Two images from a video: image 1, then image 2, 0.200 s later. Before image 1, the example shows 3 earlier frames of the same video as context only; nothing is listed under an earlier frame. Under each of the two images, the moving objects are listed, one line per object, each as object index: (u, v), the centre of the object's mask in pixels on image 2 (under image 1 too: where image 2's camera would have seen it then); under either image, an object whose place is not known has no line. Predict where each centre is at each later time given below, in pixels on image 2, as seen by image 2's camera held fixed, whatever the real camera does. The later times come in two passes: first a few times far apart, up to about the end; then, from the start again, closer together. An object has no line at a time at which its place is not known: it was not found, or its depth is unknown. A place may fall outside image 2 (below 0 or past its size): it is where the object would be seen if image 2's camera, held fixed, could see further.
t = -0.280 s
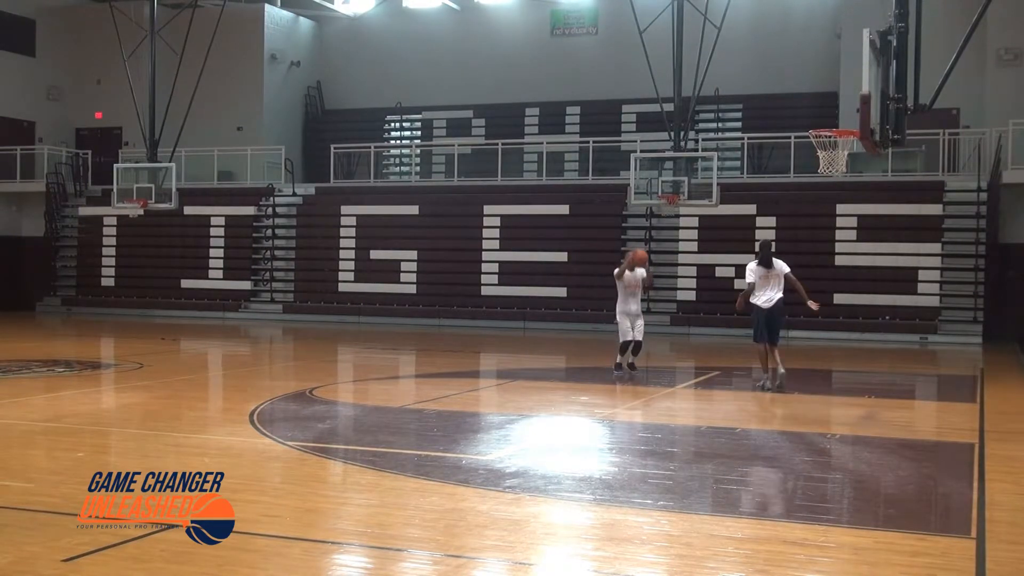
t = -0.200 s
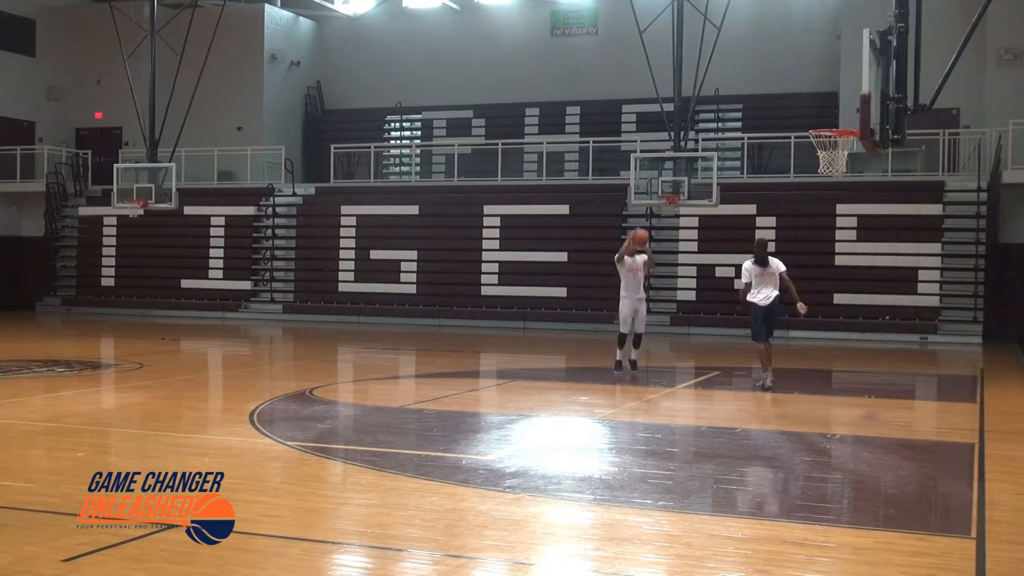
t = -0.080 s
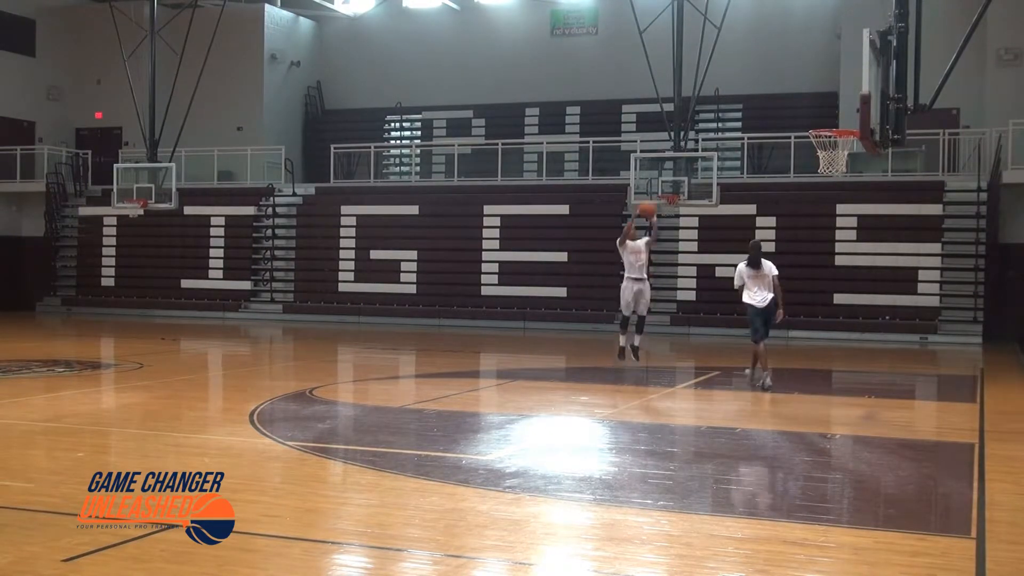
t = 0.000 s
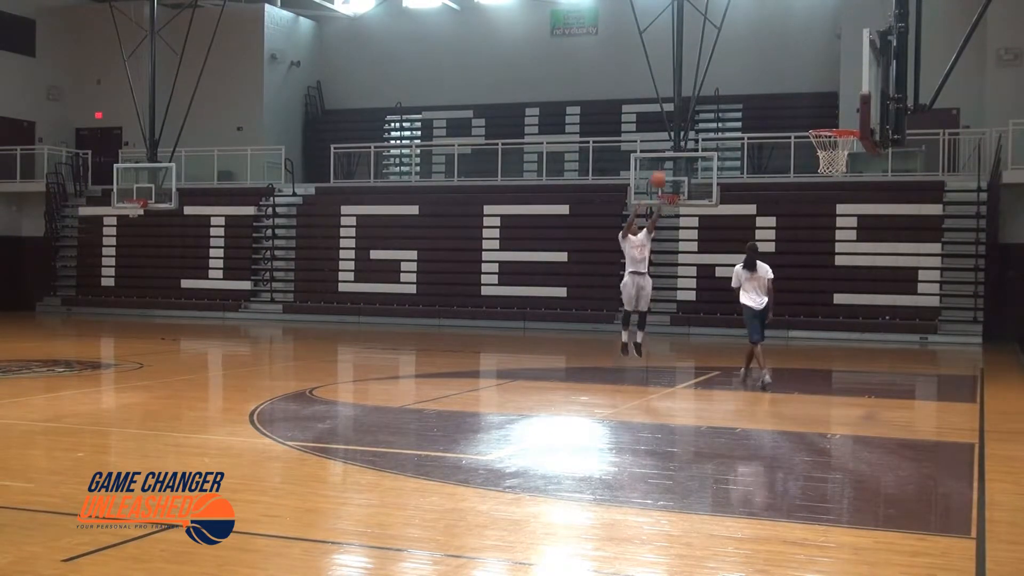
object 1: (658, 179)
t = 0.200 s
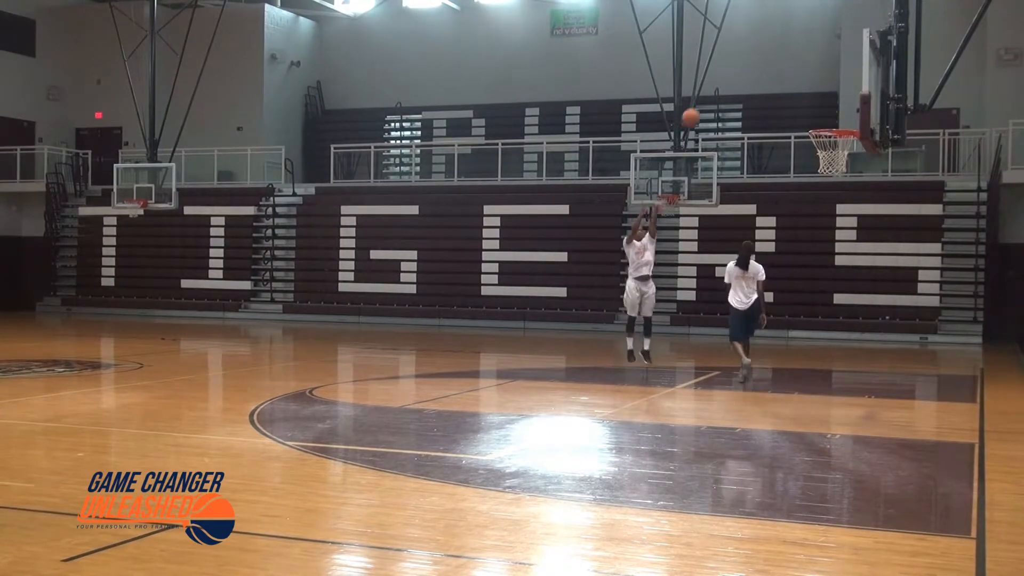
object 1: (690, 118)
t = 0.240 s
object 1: (698, 108)
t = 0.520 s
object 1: (748, 68)
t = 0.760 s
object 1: (796, 82)
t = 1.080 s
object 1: (821, 176)
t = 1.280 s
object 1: (794, 256)
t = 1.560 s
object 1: (760, 378)
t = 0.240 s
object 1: (698, 108)
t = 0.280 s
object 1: (705, 99)
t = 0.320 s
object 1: (711, 91)
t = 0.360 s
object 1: (719, 84)
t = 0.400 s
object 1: (726, 78)
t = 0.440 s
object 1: (734, 74)
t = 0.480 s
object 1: (741, 70)
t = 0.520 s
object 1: (748, 68)
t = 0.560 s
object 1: (756, 67)
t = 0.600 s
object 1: (764, 67)
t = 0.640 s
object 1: (772, 69)
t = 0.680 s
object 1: (780, 72)
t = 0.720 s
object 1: (788, 76)
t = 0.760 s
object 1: (796, 82)
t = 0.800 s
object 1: (805, 89)
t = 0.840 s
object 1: (814, 97)
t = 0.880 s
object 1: (823, 108)
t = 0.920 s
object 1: (832, 119)
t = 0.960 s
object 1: (842, 132)
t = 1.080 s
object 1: (821, 176)
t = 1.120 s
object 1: (815, 190)
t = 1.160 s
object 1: (810, 204)
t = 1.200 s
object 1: (805, 221)
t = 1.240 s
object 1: (800, 238)
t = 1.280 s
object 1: (794, 256)
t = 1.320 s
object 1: (789, 277)
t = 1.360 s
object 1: (784, 298)
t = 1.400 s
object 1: (779, 319)
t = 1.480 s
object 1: (768, 367)
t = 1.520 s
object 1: (764, 394)
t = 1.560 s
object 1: (760, 378)
